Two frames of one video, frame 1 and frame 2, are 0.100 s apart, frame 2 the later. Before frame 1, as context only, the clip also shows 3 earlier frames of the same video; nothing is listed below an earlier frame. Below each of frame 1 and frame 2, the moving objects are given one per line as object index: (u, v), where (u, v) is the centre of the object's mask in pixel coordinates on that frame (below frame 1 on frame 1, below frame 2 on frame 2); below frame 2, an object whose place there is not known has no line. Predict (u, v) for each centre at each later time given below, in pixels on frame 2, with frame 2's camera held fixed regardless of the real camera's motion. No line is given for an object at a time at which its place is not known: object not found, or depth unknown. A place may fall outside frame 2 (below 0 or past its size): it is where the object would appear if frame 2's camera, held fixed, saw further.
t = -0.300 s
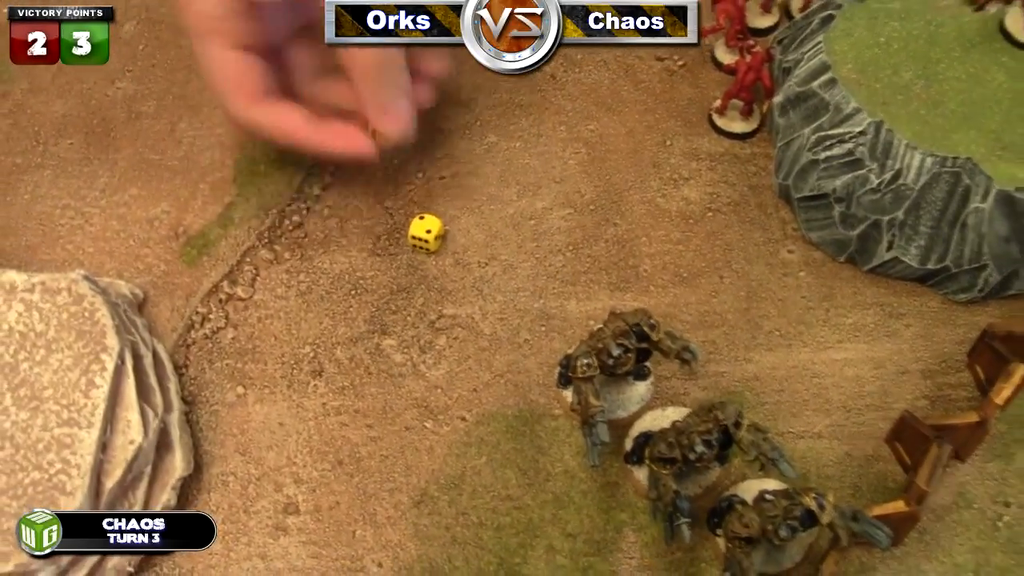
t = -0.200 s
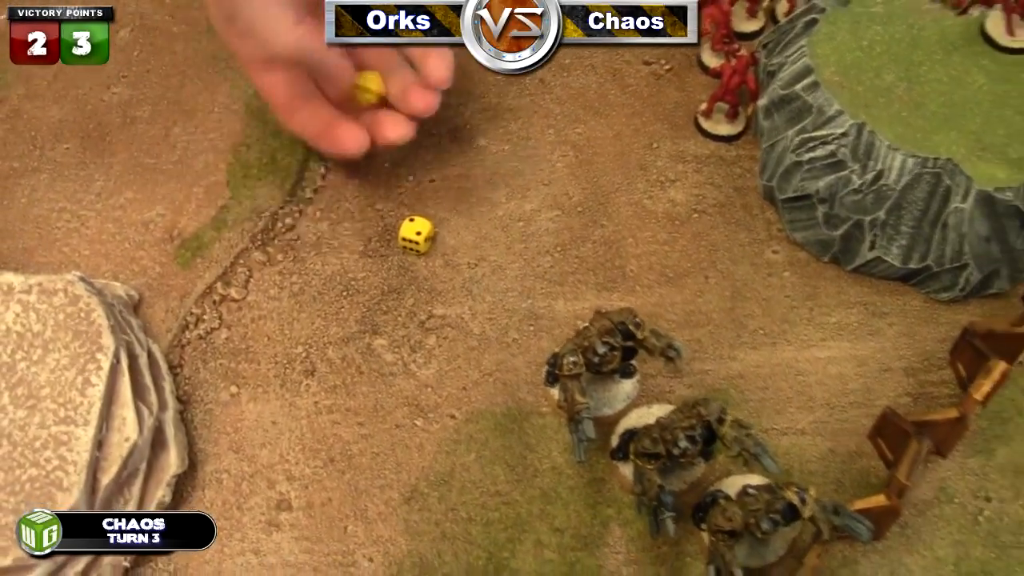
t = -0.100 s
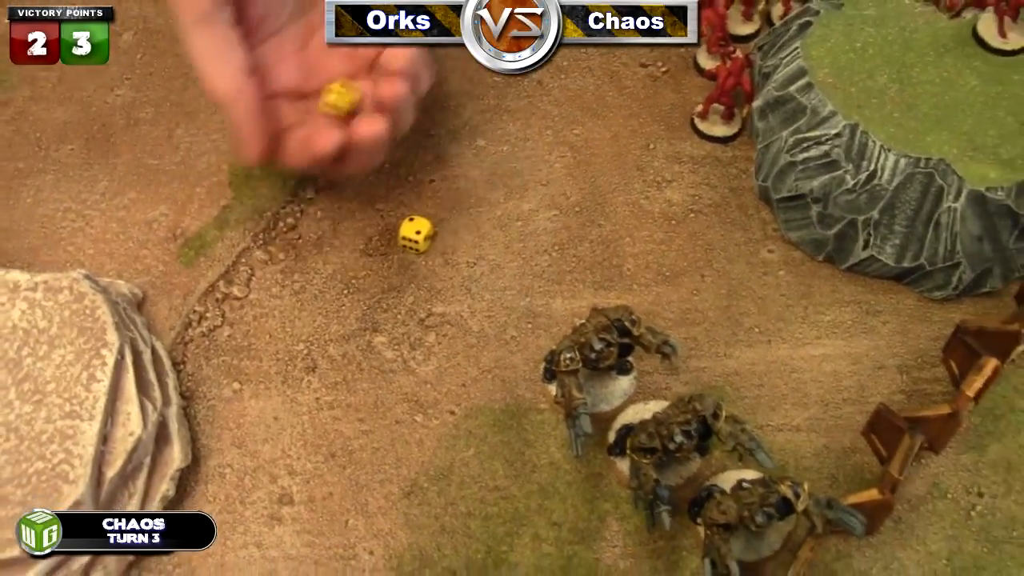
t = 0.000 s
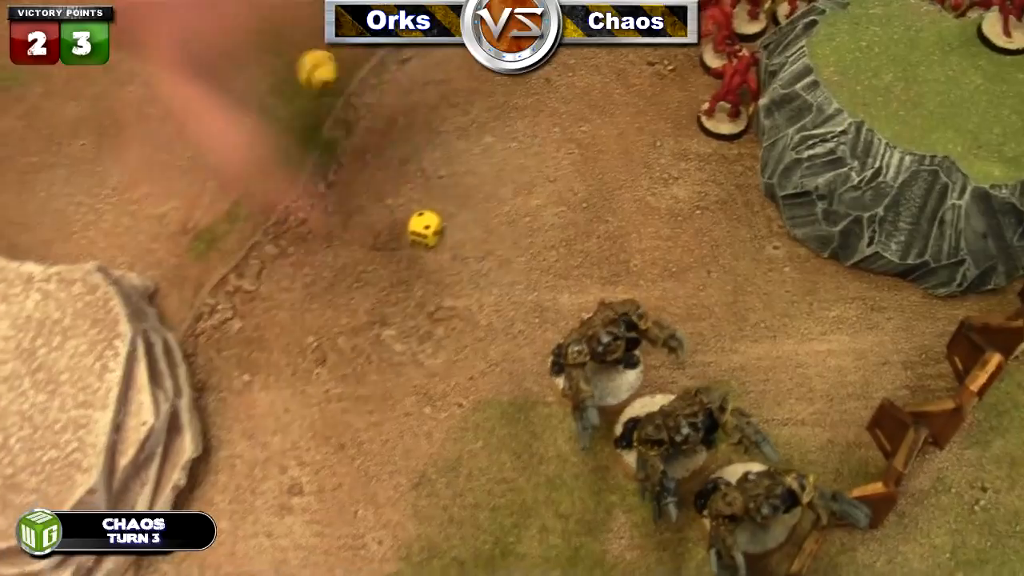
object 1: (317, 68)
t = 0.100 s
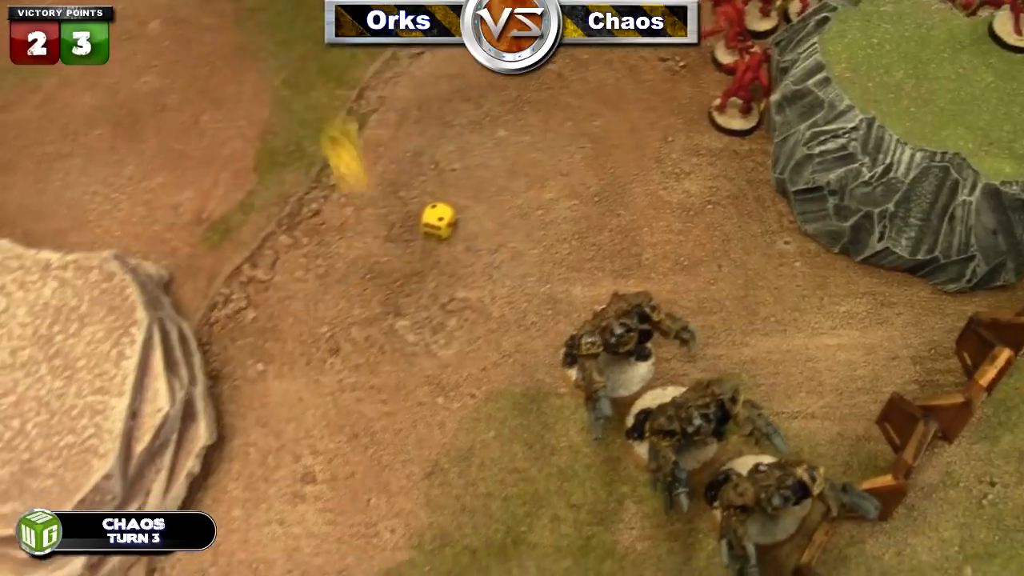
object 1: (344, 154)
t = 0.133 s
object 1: (357, 220)
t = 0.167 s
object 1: (365, 248)
